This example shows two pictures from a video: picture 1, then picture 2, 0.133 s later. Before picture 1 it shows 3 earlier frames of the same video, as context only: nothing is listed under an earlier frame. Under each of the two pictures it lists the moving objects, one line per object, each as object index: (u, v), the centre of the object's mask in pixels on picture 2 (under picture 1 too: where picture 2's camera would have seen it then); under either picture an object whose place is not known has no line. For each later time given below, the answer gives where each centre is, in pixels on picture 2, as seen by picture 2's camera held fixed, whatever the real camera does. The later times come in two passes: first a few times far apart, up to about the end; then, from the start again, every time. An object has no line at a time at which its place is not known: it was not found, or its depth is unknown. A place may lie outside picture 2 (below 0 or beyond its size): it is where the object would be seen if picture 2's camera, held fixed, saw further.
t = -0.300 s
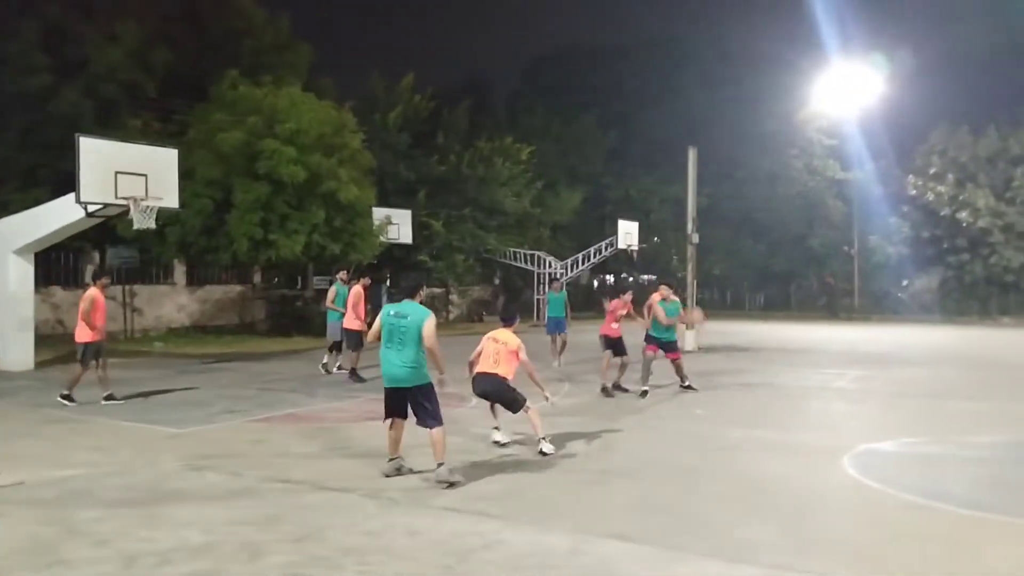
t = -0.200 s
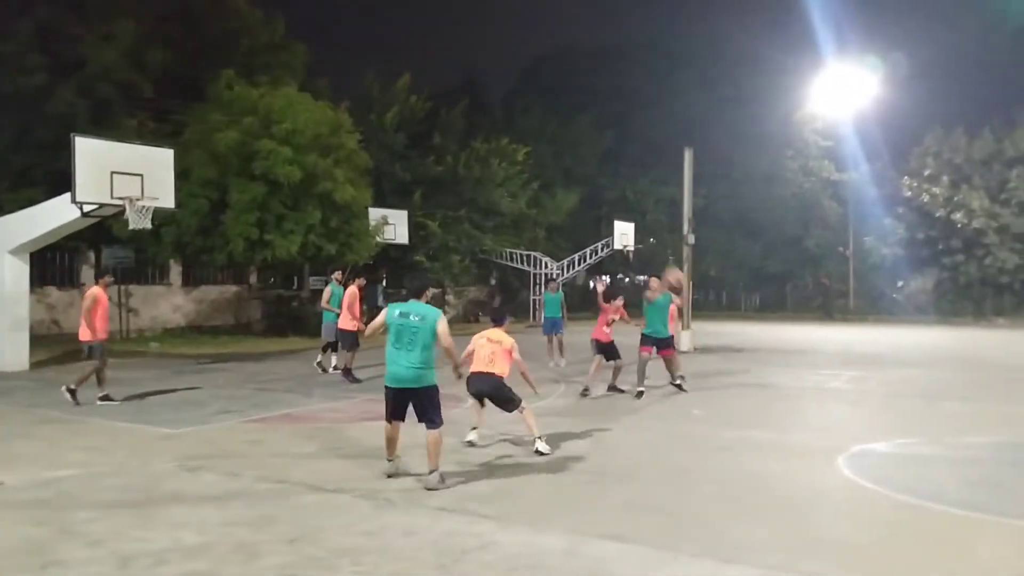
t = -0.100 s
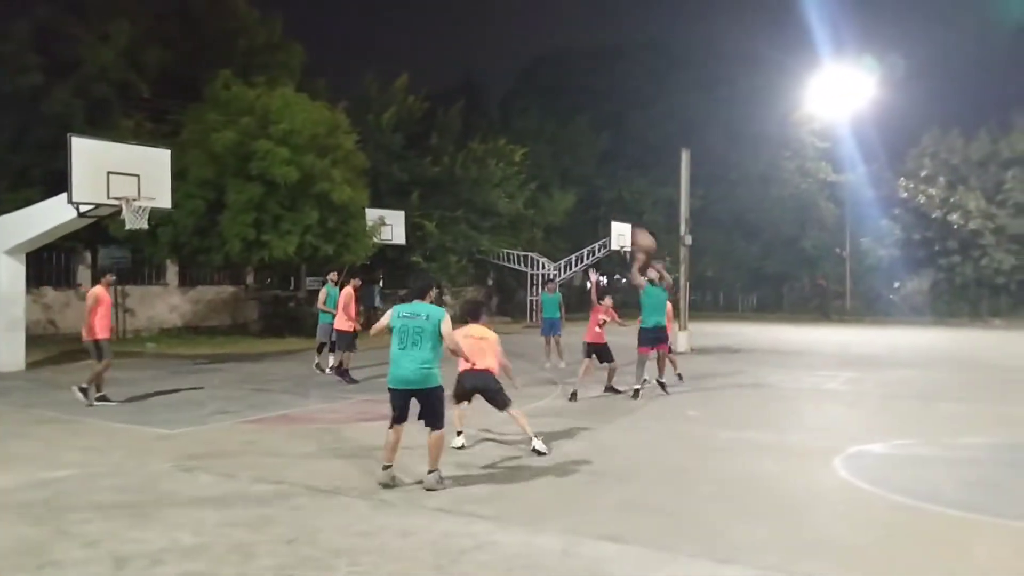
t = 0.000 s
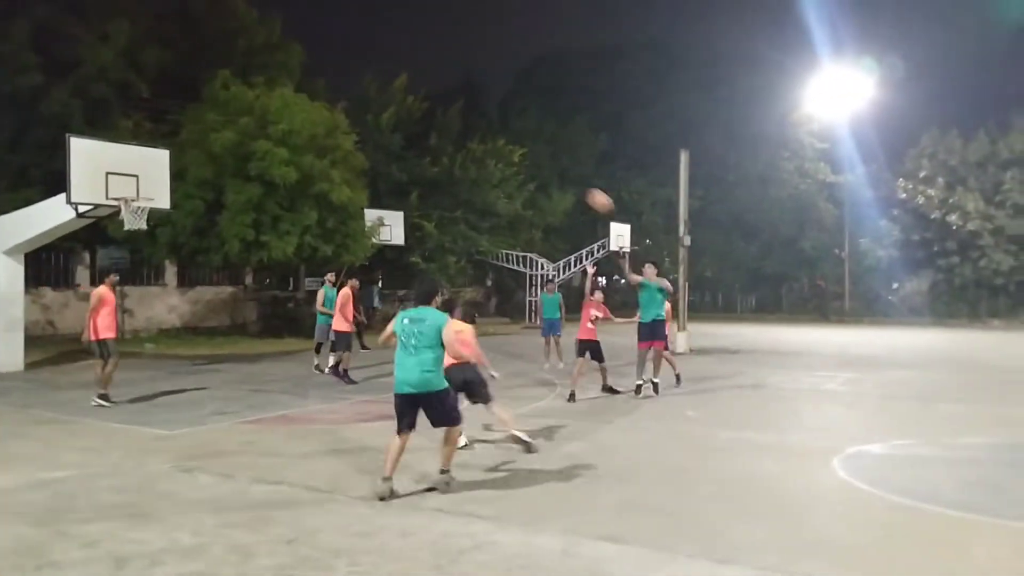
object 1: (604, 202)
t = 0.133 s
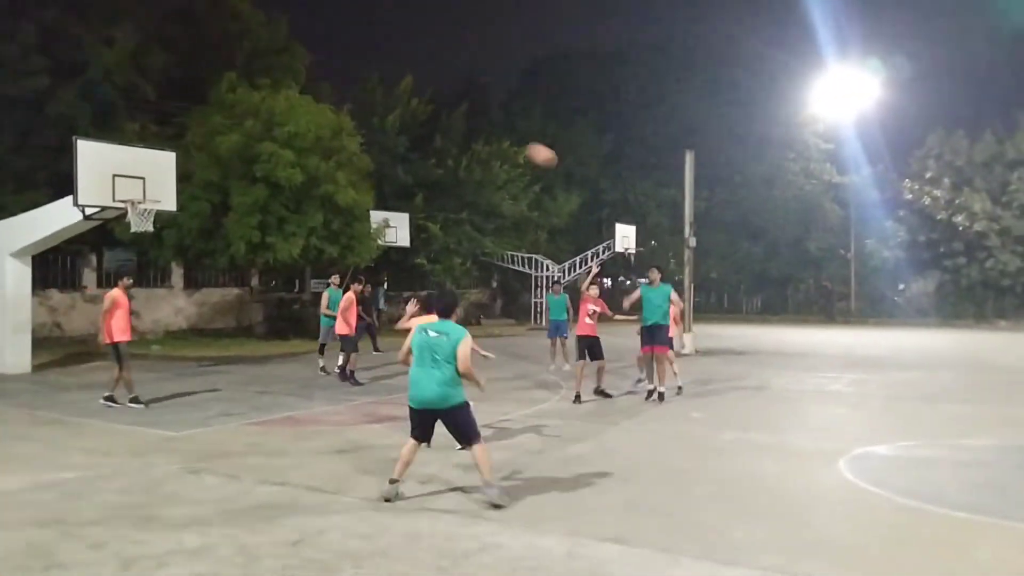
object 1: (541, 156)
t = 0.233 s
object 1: (487, 125)
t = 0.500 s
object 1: (316, 74)
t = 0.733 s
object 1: (121, 83)
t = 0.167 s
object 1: (524, 144)
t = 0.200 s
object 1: (505, 134)
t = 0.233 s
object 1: (487, 125)
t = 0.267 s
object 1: (468, 116)
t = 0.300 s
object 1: (449, 107)
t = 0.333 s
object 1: (428, 100)
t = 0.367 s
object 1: (407, 93)
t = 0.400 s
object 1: (386, 87)
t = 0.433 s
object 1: (364, 82)
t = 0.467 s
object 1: (341, 78)
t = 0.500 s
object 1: (316, 74)
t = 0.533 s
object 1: (292, 72)
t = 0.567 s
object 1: (266, 71)
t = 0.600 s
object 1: (240, 71)
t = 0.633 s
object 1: (212, 73)
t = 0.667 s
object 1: (183, 75)
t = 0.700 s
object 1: (153, 78)
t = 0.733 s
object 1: (121, 83)
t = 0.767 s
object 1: (88, 89)
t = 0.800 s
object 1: (56, 97)
